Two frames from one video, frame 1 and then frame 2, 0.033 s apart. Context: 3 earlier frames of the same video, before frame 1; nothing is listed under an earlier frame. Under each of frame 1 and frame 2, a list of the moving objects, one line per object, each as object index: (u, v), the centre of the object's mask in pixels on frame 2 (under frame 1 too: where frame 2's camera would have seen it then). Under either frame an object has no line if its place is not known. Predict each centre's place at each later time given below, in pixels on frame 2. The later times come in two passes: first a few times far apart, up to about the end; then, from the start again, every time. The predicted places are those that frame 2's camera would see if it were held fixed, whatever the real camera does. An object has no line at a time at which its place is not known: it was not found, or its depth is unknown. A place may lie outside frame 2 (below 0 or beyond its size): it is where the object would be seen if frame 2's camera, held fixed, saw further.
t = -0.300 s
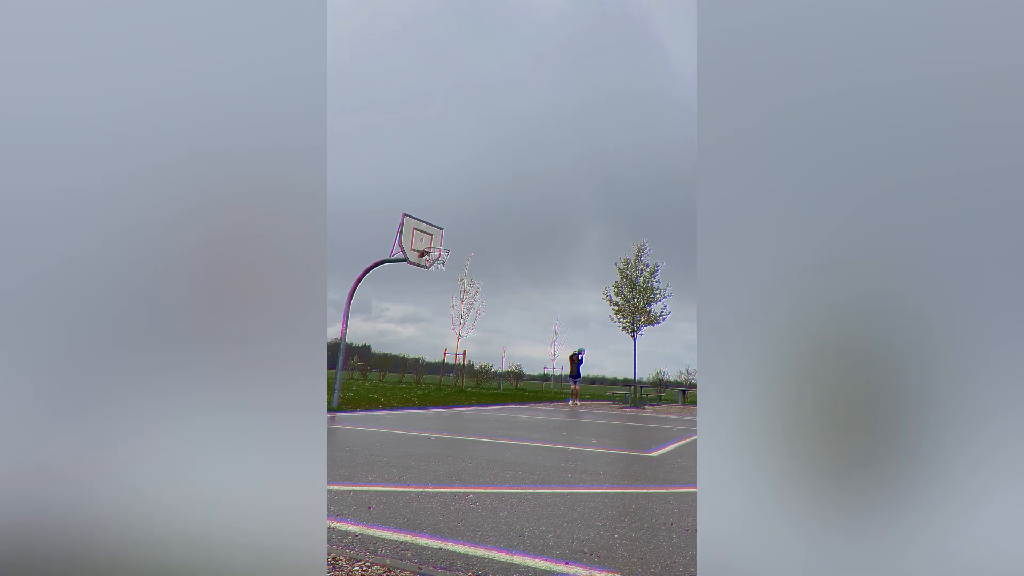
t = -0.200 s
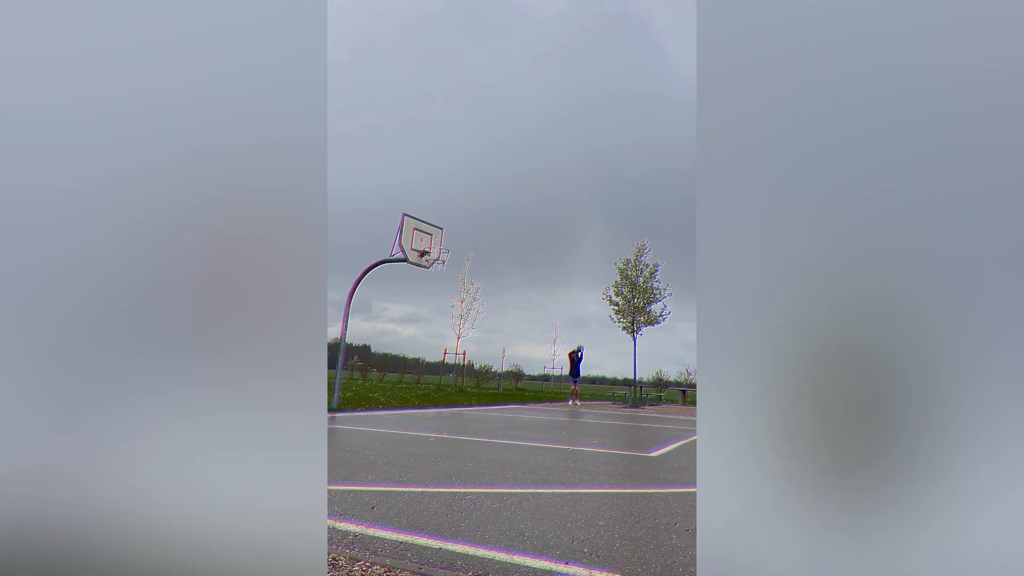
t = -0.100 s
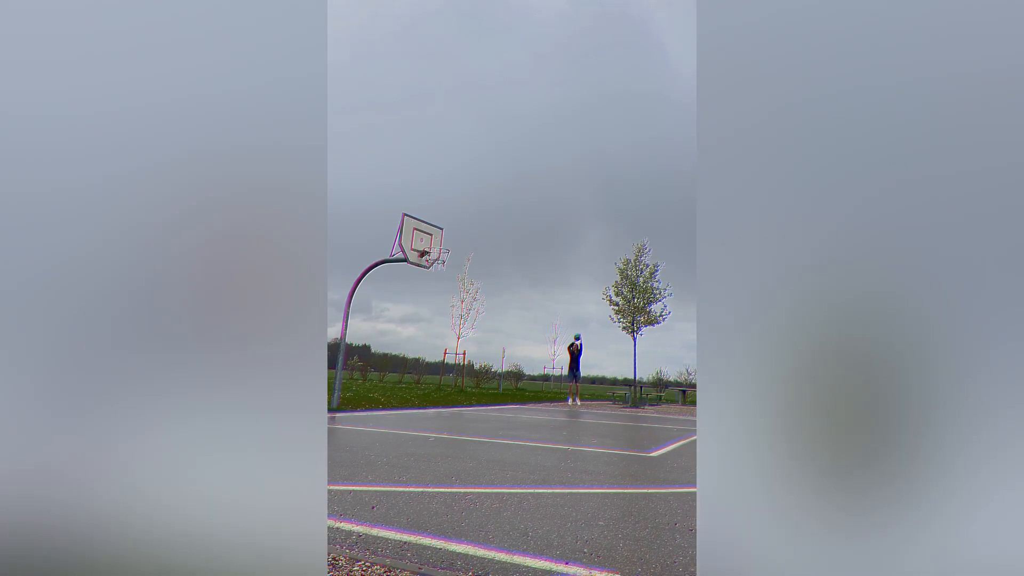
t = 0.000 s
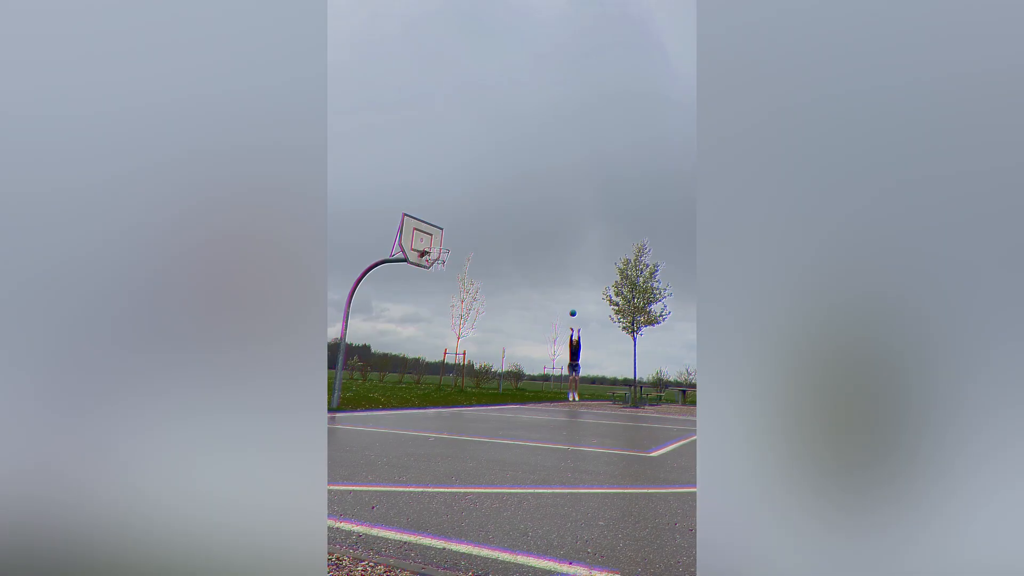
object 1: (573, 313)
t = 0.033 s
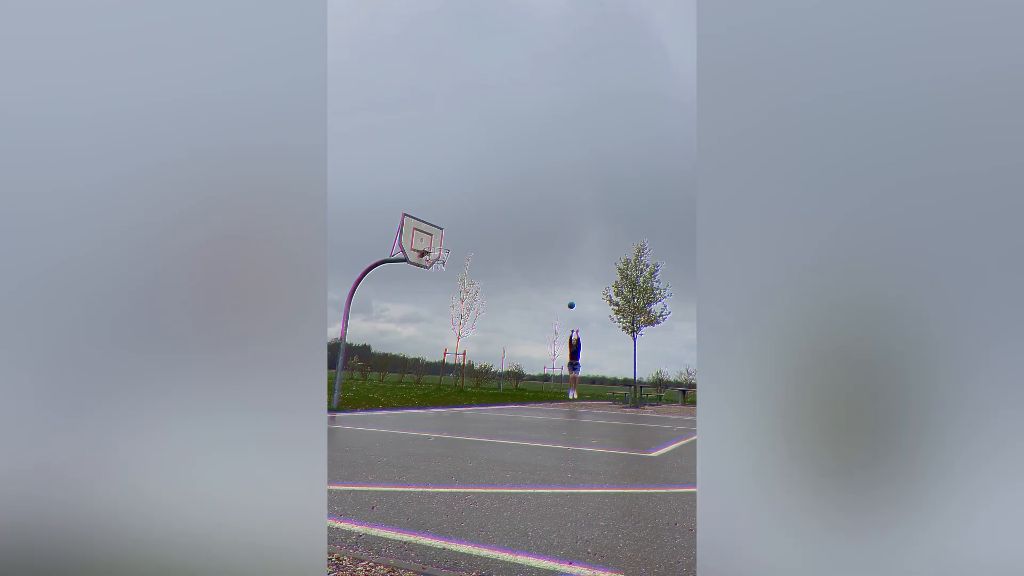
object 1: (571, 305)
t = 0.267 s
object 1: (558, 256)
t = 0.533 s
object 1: (540, 216)
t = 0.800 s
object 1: (518, 194)
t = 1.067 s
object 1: (490, 197)
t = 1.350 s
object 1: (449, 238)
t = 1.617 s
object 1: (423, 266)
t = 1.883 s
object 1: (409, 313)
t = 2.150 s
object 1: (393, 398)
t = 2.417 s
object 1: (394, 353)
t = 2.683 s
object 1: (399, 326)
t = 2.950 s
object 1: (399, 336)
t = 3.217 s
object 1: (396, 379)
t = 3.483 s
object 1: (397, 378)
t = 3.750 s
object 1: (397, 364)
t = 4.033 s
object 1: (377, 403)
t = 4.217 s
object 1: (361, 406)
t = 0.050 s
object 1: (570, 301)
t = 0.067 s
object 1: (570, 298)
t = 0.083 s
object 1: (569, 294)
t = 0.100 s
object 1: (568, 290)
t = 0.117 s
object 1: (567, 286)
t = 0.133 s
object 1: (566, 283)
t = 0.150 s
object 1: (565, 279)
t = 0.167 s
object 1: (564, 276)
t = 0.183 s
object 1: (563, 273)
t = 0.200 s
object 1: (562, 269)
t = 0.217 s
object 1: (561, 266)
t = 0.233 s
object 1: (560, 263)
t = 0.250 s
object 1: (559, 259)
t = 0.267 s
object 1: (558, 256)
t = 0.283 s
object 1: (557, 253)
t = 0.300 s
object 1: (556, 250)
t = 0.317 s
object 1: (555, 247)
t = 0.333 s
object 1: (554, 244)
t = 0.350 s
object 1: (553, 242)
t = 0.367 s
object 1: (552, 239)
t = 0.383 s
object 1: (551, 236)
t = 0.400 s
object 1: (550, 234)
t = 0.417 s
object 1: (548, 231)
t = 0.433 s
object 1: (547, 229)
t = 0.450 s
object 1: (546, 227)
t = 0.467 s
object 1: (545, 224)
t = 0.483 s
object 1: (544, 222)
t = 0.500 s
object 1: (543, 220)
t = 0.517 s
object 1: (542, 218)
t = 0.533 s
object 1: (540, 216)
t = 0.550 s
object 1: (539, 214)
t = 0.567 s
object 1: (538, 212)
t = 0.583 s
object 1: (537, 210)
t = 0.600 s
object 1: (535, 209)
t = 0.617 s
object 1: (534, 207)
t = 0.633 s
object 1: (533, 205)
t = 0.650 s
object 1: (531, 204)
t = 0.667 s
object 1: (530, 202)
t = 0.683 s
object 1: (529, 201)
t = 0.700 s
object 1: (527, 200)
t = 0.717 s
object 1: (526, 199)
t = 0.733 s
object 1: (524, 197)
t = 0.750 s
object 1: (523, 196)
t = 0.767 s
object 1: (522, 196)
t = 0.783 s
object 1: (520, 195)
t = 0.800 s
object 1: (518, 194)
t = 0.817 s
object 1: (517, 193)
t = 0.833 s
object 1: (515, 193)
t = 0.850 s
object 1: (513, 192)
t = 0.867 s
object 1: (512, 192)
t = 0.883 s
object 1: (510, 192)
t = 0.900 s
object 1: (508, 192)
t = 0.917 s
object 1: (507, 192)
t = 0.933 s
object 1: (505, 192)
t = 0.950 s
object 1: (503, 192)
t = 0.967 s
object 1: (501, 192)
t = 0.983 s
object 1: (500, 193)
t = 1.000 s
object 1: (498, 193)
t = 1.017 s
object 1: (496, 194)
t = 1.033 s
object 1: (494, 195)
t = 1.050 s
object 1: (492, 196)
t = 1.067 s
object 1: (490, 197)
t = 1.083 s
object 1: (488, 198)
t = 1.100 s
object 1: (486, 199)
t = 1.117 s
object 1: (484, 201)
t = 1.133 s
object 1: (482, 202)
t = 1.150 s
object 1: (479, 204)
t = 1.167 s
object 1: (477, 206)
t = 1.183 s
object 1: (475, 208)
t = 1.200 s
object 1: (473, 210)
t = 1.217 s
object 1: (470, 212)
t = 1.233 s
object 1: (468, 215)
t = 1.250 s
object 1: (465, 218)
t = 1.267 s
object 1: (463, 220)
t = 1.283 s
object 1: (460, 224)
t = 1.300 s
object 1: (458, 227)
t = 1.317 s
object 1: (455, 230)
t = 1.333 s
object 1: (452, 234)
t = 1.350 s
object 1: (449, 238)
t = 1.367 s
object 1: (447, 242)
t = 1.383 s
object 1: (444, 246)
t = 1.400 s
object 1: (439, 249)
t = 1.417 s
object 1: (434, 253)
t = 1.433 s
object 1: (430, 254)
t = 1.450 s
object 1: (429, 255)
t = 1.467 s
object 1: (428, 255)
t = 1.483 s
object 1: (428, 256)
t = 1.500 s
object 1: (427, 257)
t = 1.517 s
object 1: (426, 258)
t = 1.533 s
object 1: (426, 259)
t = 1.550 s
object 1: (425, 260)
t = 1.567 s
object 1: (425, 262)
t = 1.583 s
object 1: (424, 263)
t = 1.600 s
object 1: (423, 265)
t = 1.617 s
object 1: (423, 266)
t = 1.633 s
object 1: (422, 268)
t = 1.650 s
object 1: (421, 270)
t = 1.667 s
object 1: (421, 272)
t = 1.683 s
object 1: (420, 275)
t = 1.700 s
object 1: (419, 277)
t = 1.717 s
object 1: (418, 280)
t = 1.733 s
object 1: (417, 282)
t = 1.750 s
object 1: (416, 285)
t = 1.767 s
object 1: (416, 288)
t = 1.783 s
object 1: (415, 291)
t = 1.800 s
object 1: (414, 295)
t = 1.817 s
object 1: (413, 298)
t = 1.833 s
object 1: (412, 301)
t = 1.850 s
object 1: (411, 305)
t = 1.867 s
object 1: (410, 309)
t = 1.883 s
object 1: (409, 313)
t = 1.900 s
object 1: (409, 317)
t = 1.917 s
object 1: (408, 322)
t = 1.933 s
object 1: (407, 326)
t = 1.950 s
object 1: (406, 331)
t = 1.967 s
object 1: (405, 335)
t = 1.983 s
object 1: (404, 340)
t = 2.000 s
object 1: (403, 345)
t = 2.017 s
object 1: (402, 351)
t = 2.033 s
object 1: (401, 356)
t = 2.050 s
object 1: (399, 361)
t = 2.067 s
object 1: (398, 367)
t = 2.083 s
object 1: (397, 373)
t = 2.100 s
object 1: (396, 379)
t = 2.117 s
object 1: (394, 385)
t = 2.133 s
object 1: (393, 392)
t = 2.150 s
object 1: (393, 398)
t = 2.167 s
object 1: (391, 405)
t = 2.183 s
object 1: (390, 411)
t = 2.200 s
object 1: (391, 405)
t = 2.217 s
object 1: (391, 400)
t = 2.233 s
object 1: (392, 395)
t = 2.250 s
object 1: (392, 390)
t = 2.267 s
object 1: (392, 386)
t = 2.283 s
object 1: (390, 381)
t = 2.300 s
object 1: (391, 377)
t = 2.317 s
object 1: (391, 373)
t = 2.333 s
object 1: (391, 369)
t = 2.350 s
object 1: (392, 365)
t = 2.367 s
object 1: (393, 361)
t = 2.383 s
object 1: (393, 358)
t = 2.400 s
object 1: (394, 356)
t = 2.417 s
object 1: (394, 353)
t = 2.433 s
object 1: (395, 350)
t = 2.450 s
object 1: (395, 348)
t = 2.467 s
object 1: (395, 345)
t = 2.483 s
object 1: (396, 343)
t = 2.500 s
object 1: (396, 340)
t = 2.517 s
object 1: (396, 338)
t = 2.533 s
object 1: (397, 336)
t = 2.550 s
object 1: (397, 335)
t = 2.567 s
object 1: (397, 333)
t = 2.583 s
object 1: (398, 332)
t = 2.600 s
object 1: (398, 330)
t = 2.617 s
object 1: (398, 329)
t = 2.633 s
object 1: (398, 328)
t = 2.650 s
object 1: (398, 327)
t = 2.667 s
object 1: (399, 327)
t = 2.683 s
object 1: (399, 326)
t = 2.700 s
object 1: (399, 326)
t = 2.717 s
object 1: (399, 326)
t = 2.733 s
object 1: (399, 325)
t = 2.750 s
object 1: (399, 325)
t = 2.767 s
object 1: (399, 326)
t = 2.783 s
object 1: (399, 326)
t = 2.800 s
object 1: (399, 326)
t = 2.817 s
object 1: (400, 327)
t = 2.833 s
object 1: (400, 327)
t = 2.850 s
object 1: (400, 328)
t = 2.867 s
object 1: (399, 329)
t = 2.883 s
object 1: (399, 330)
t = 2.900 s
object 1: (399, 331)
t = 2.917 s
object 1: (399, 333)
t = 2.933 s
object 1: (399, 334)
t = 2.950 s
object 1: (399, 336)
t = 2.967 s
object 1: (399, 338)
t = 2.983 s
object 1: (399, 339)
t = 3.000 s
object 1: (399, 341)
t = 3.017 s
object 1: (399, 344)
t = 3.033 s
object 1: (399, 346)
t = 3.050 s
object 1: (398, 348)
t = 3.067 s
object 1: (398, 351)
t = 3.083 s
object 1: (398, 353)
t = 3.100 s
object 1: (398, 356)
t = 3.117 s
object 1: (398, 359)
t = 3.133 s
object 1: (398, 361)
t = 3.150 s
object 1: (397, 365)
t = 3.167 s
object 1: (397, 368)
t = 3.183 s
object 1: (396, 372)
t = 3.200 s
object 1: (396, 375)
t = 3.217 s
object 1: (396, 379)
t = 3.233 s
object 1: (396, 382)
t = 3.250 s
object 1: (396, 386)
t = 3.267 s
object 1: (395, 390)
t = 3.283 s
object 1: (395, 395)
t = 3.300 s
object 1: (395, 399)
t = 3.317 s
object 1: (394, 403)
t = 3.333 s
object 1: (395, 405)
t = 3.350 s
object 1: (395, 401)
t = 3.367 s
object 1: (395, 398)
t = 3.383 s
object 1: (395, 395)
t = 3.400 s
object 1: (395, 392)
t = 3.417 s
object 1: (396, 389)
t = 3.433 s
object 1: (396, 386)
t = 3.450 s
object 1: (396, 383)
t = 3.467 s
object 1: (396, 381)
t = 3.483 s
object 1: (397, 378)
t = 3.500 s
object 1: (397, 376)
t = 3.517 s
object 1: (397, 374)
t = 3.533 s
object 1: (397, 372)
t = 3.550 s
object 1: (397, 371)
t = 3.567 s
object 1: (397, 369)
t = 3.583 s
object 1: (397, 367)
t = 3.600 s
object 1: (397, 366)
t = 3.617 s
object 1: (397, 365)
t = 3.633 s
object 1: (398, 364)
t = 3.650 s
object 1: (398, 363)
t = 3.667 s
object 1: (398, 362)
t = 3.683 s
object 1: (398, 361)
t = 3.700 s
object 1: (398, 360)
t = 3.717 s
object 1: (398, 360)
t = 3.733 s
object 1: (397, 361)
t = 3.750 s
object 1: (397, 364)
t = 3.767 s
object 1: (396, 367)
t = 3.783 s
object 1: (396, 374)
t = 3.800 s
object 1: (394, 382)
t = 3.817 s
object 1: (393, 390)
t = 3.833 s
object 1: (392, 402)
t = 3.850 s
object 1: (391, 402)
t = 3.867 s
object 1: (391, 395)
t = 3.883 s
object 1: (390, 389)
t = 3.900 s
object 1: (389, 387)
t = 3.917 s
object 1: (388, 385)
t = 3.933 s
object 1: (387, 385)
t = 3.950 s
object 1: (385, 387)
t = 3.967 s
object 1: (383, 390)
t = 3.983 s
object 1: (382, 394)
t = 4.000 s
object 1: (380, 400)
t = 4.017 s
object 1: (378, 406)
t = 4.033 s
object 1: (377, 403)
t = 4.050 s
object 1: (376, 400)
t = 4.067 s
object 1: (376, 398)
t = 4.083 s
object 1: (375, 397)
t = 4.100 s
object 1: (374, 398)
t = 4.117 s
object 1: (372, 401)
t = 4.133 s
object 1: (371, 405)
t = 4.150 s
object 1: (369, 407)
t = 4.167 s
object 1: (367, 405)
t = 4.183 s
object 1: (366, 405)
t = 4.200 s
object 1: (363, 405)
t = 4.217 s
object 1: (361, 406)
